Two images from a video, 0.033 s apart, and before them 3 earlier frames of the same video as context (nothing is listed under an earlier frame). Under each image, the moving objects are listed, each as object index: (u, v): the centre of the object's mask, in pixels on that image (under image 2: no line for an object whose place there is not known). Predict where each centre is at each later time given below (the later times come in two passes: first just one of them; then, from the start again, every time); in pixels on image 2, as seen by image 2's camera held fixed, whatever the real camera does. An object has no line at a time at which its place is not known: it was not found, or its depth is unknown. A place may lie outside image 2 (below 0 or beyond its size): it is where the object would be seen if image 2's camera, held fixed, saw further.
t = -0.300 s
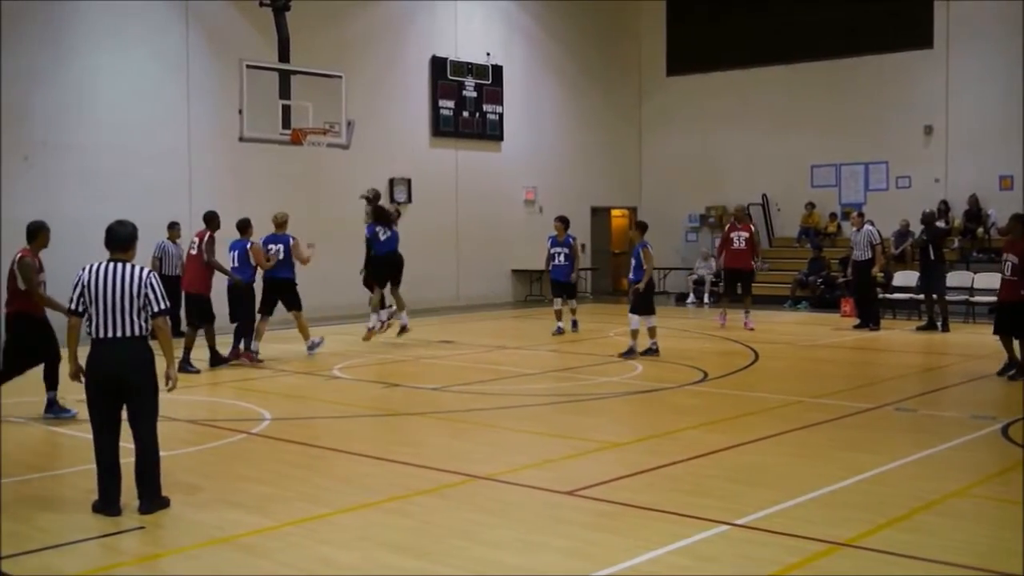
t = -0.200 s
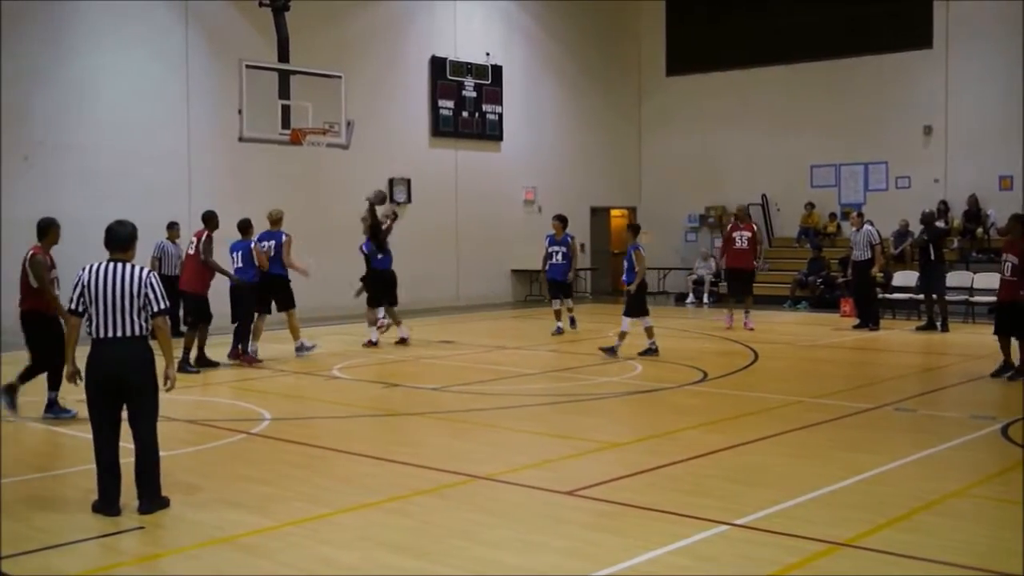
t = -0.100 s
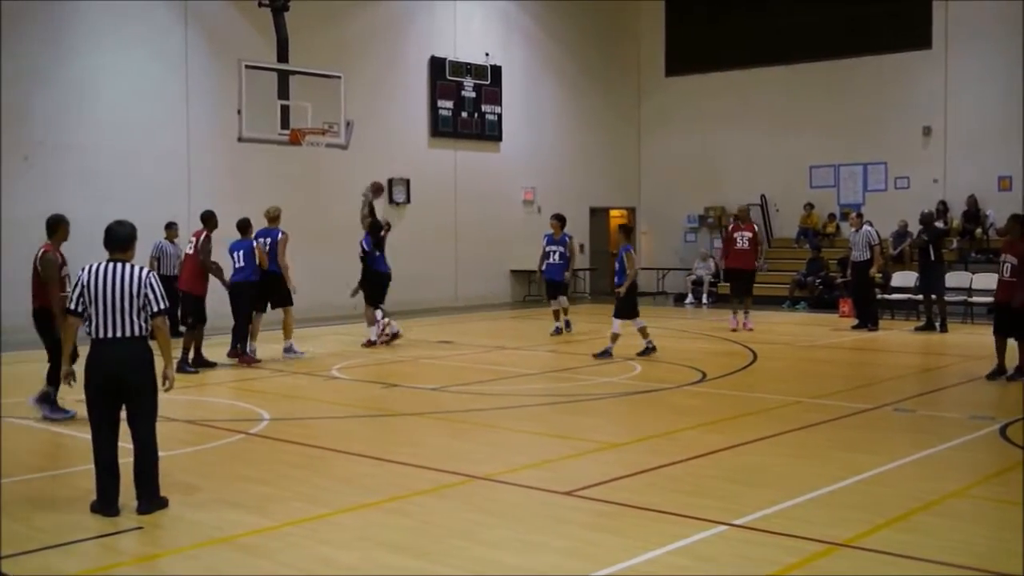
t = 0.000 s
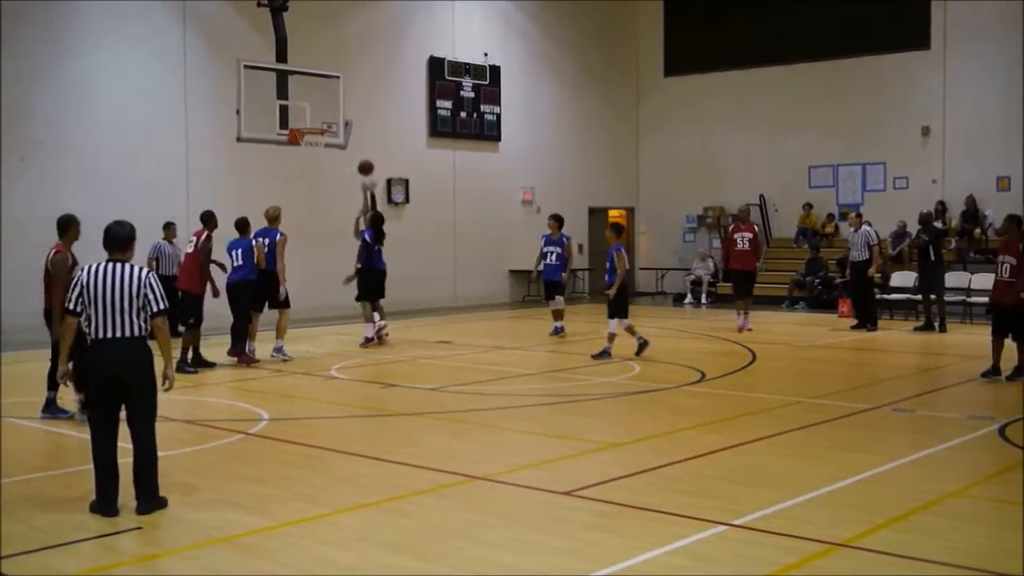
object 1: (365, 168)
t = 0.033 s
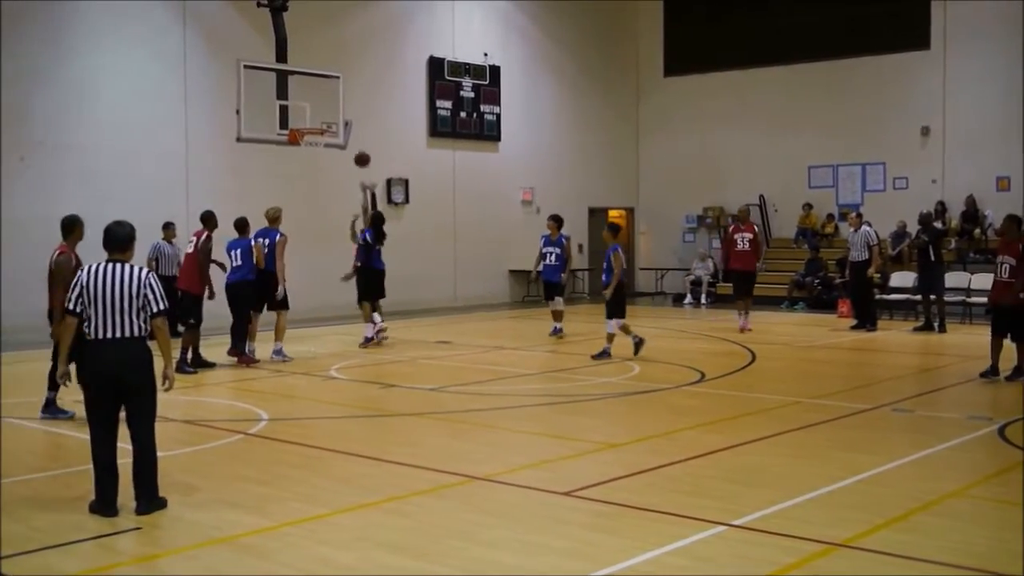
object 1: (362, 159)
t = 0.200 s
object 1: (346, 127)
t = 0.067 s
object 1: (359, 151)
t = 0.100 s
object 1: (355, 144)
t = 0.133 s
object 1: (352, 137)
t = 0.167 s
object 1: (349, 132)
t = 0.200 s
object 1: (346, 127)
